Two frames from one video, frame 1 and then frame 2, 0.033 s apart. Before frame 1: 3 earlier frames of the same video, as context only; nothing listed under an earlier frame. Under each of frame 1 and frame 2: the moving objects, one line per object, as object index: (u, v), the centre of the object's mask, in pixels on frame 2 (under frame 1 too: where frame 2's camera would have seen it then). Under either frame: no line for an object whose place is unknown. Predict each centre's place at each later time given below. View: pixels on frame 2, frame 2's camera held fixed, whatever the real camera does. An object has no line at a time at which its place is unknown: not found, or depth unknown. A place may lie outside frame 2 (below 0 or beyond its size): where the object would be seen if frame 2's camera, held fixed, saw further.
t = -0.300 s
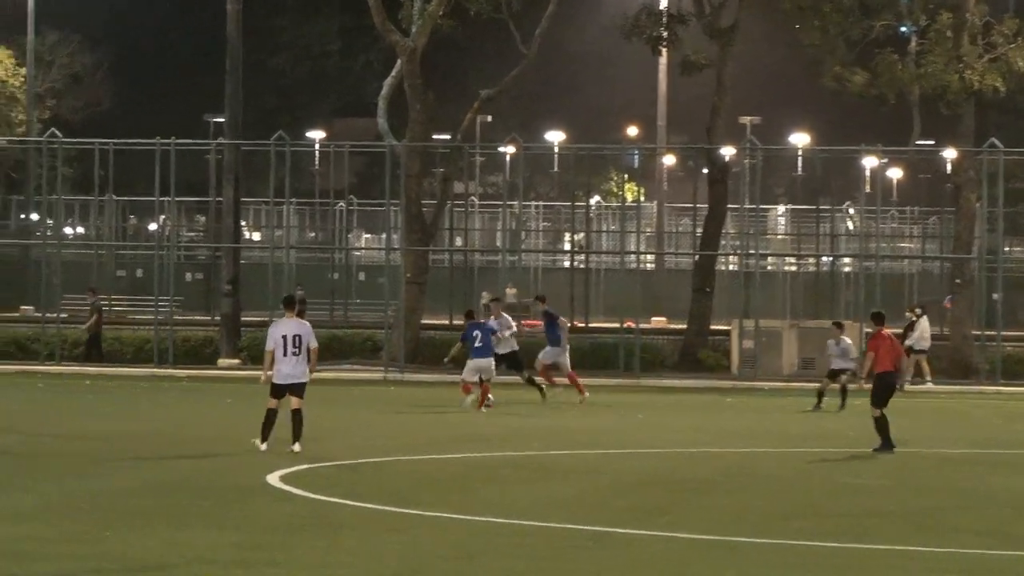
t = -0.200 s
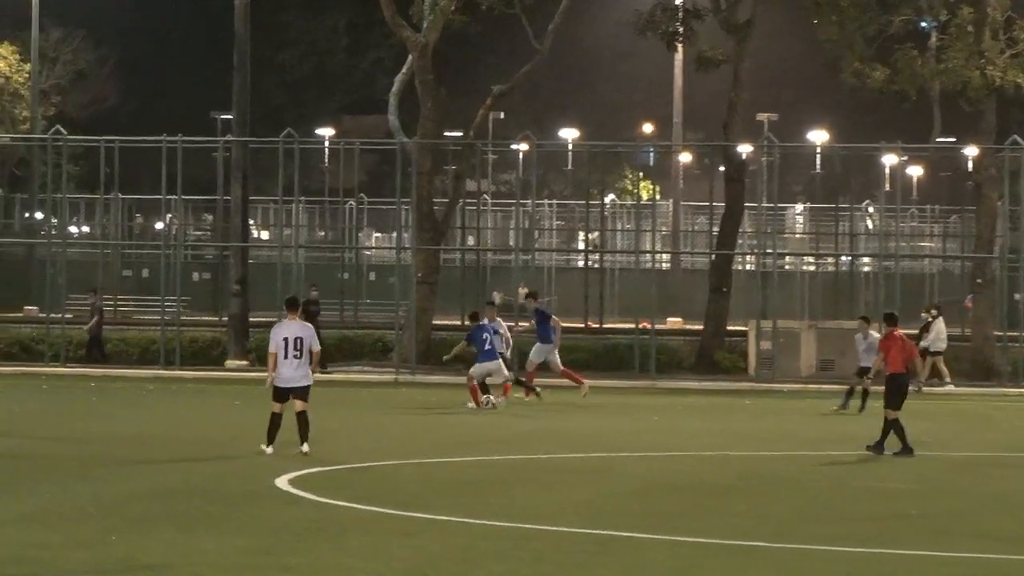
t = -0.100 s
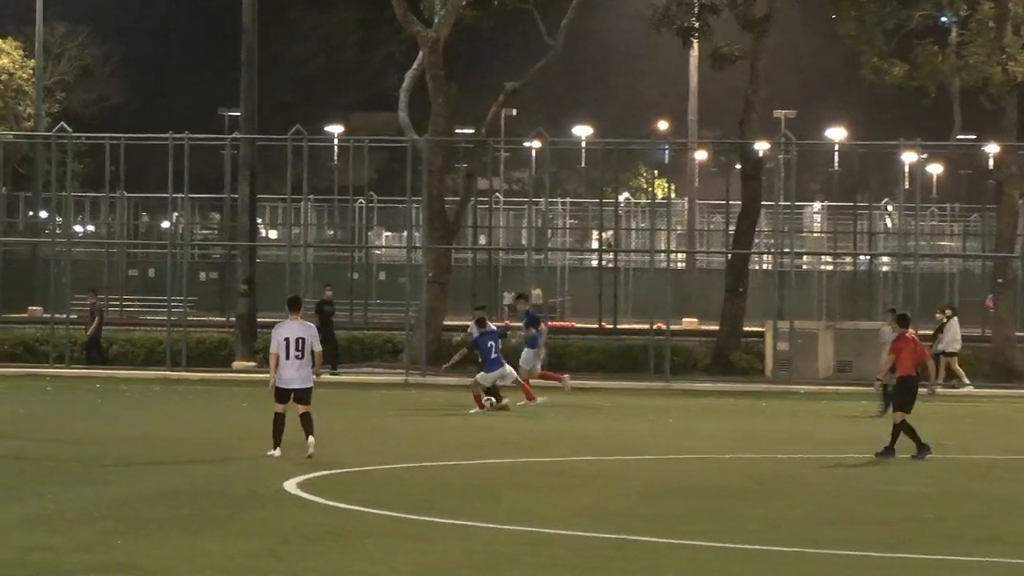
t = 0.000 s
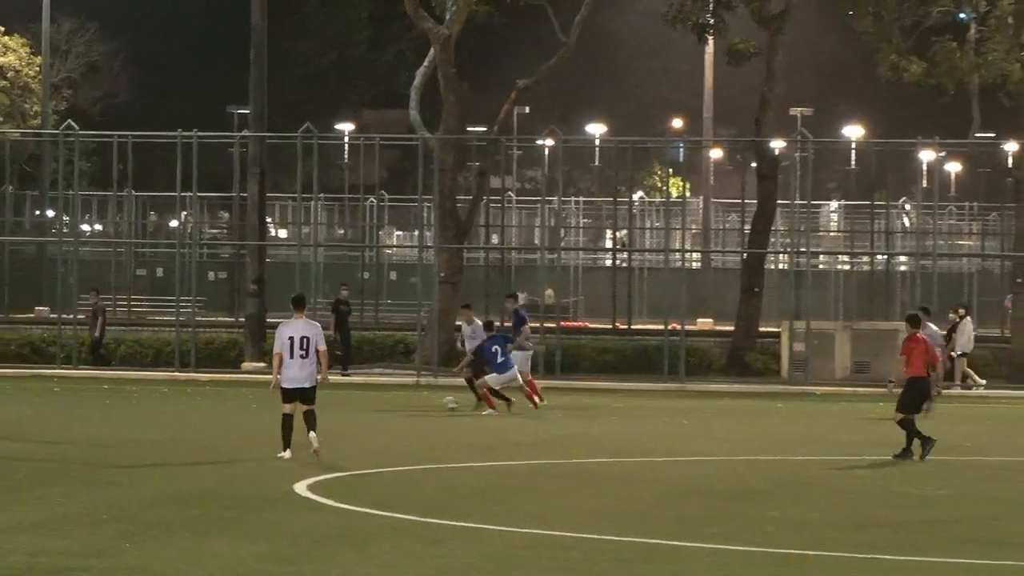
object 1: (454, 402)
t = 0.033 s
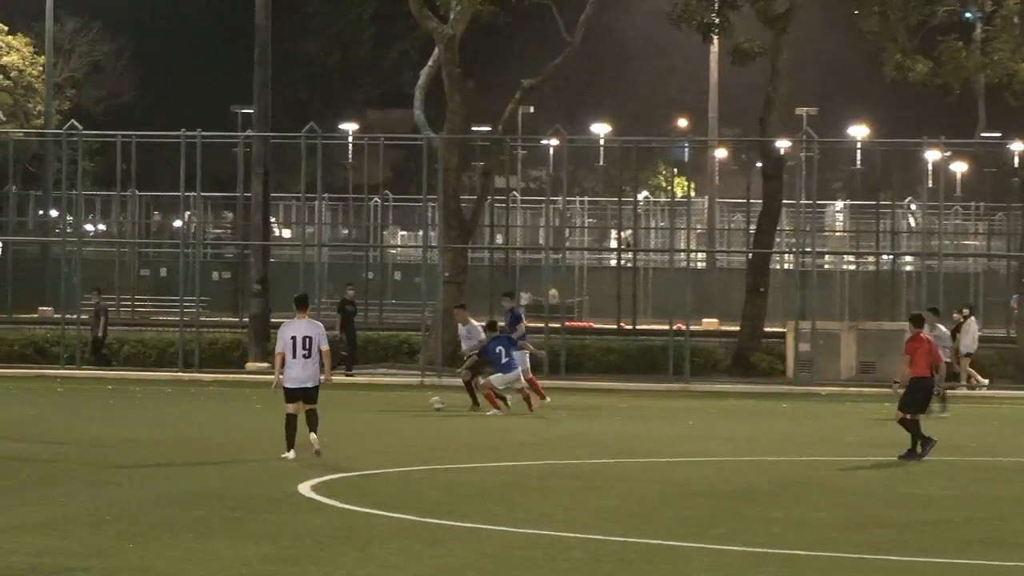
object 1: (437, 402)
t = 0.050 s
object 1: (428, 403)
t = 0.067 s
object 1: (421, 402)
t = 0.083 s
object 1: (413, 402)
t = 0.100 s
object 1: (406, 401)
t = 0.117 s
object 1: (398, 401)
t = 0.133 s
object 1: (390, 401)
